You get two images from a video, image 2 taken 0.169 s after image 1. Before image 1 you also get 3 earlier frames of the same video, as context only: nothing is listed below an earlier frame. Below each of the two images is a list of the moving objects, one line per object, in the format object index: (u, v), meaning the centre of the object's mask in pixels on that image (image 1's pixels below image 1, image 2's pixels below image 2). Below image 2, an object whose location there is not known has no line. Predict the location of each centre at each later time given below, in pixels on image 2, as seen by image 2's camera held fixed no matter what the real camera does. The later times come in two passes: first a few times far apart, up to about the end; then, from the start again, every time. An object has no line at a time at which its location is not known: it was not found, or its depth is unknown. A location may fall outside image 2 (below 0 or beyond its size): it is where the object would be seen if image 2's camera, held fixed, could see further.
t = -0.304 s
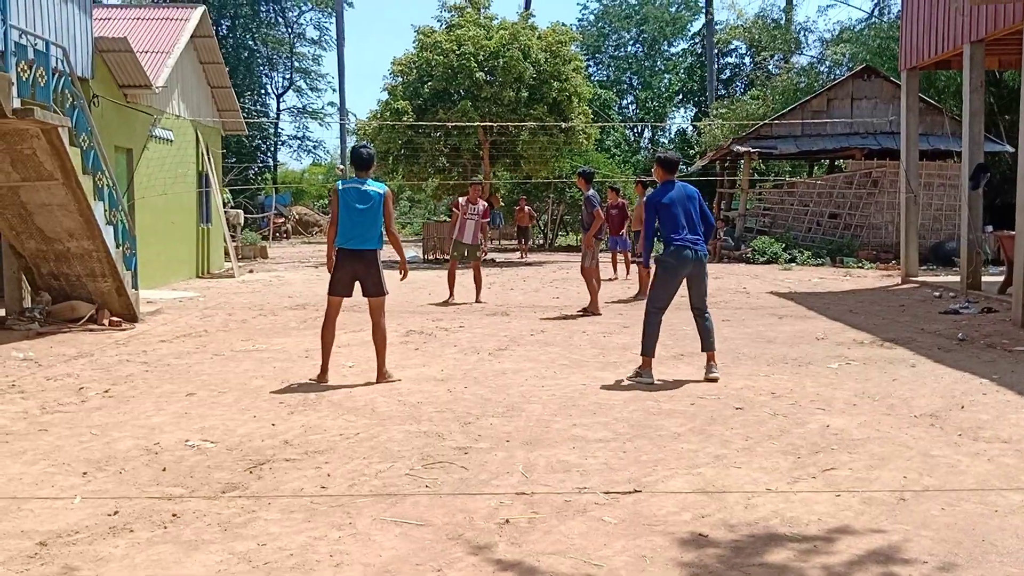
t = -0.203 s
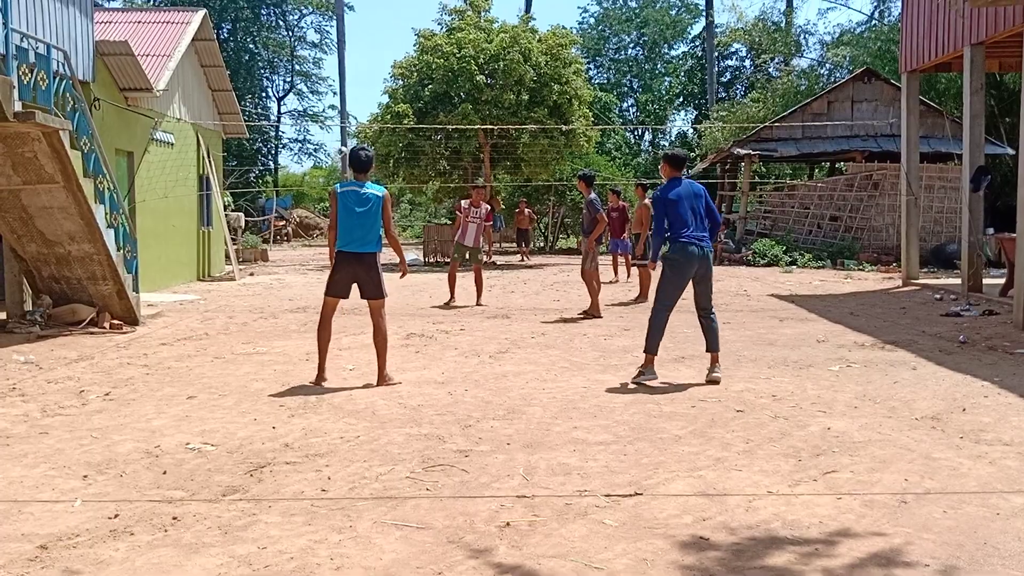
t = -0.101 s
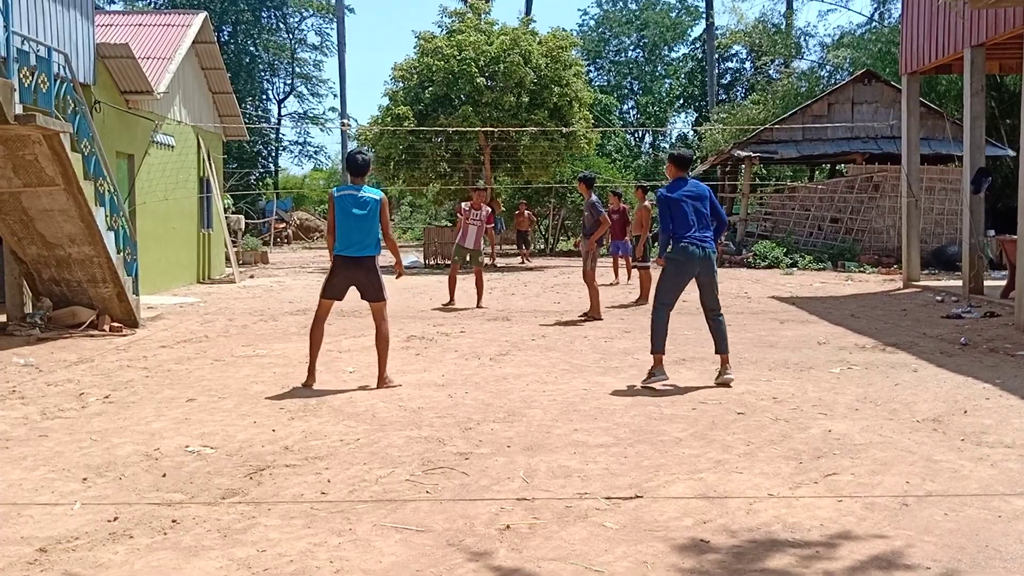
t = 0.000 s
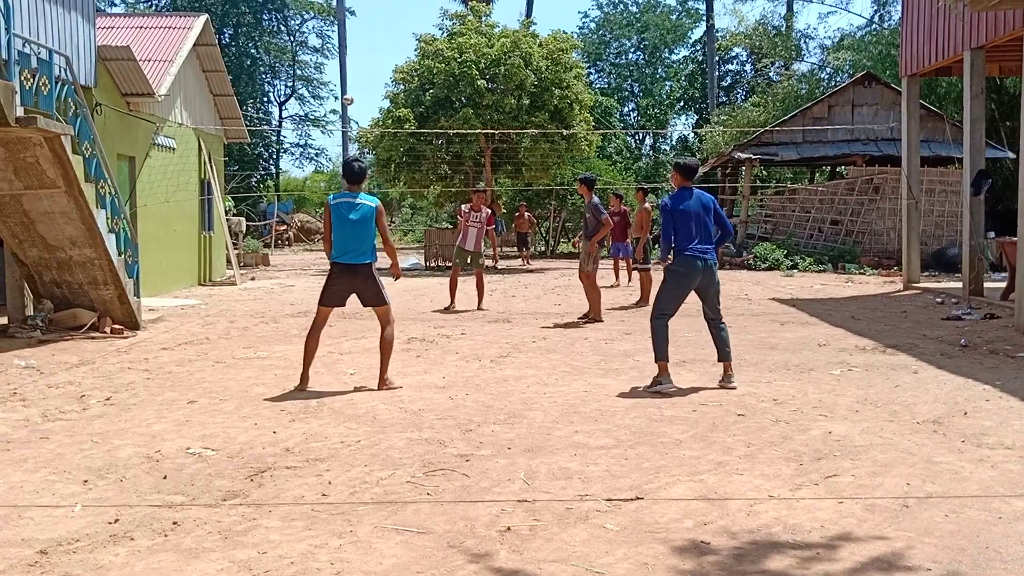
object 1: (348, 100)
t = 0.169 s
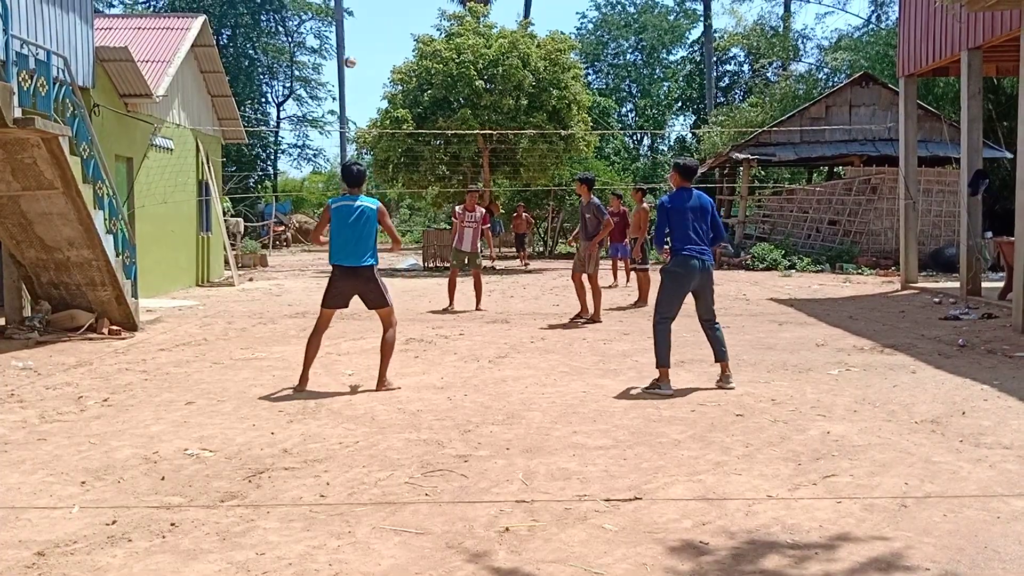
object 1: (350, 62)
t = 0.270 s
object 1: (352, 42)
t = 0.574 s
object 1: (362, 16)
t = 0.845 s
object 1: (377, 56)
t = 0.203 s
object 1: (350, 55)
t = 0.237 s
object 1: (351, 49)
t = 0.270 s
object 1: (352, 42)
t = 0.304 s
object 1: (353, 37)
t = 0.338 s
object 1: (353, 32)
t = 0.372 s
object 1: (355, 28)
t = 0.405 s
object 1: (356, 24)
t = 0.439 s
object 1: (357, 21)
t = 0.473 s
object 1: (358, 19)
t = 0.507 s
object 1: (359, 17)
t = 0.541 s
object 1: (361, 17)
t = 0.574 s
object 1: (362, 16)
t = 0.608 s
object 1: (364, 17)
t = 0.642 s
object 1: (365, 19)
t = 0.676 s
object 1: (367, 22)
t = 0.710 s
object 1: (369, 26)
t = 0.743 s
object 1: (371, 32)
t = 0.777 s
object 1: (373, 38)
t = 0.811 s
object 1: (375, 46)
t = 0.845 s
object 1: (377, 56)
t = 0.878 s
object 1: (380, 67)
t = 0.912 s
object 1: (382, 79)
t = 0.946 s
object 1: (385, 95)
